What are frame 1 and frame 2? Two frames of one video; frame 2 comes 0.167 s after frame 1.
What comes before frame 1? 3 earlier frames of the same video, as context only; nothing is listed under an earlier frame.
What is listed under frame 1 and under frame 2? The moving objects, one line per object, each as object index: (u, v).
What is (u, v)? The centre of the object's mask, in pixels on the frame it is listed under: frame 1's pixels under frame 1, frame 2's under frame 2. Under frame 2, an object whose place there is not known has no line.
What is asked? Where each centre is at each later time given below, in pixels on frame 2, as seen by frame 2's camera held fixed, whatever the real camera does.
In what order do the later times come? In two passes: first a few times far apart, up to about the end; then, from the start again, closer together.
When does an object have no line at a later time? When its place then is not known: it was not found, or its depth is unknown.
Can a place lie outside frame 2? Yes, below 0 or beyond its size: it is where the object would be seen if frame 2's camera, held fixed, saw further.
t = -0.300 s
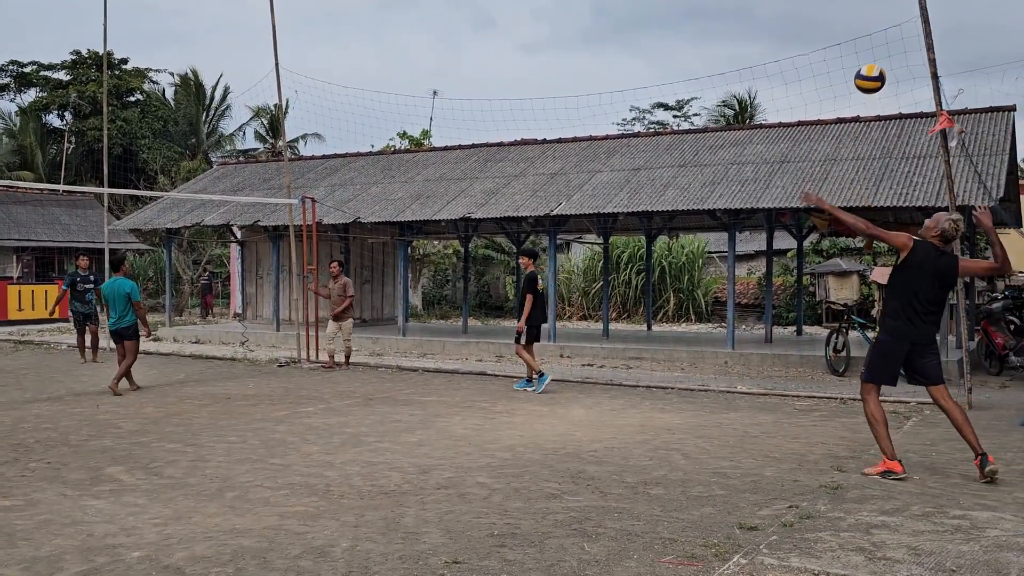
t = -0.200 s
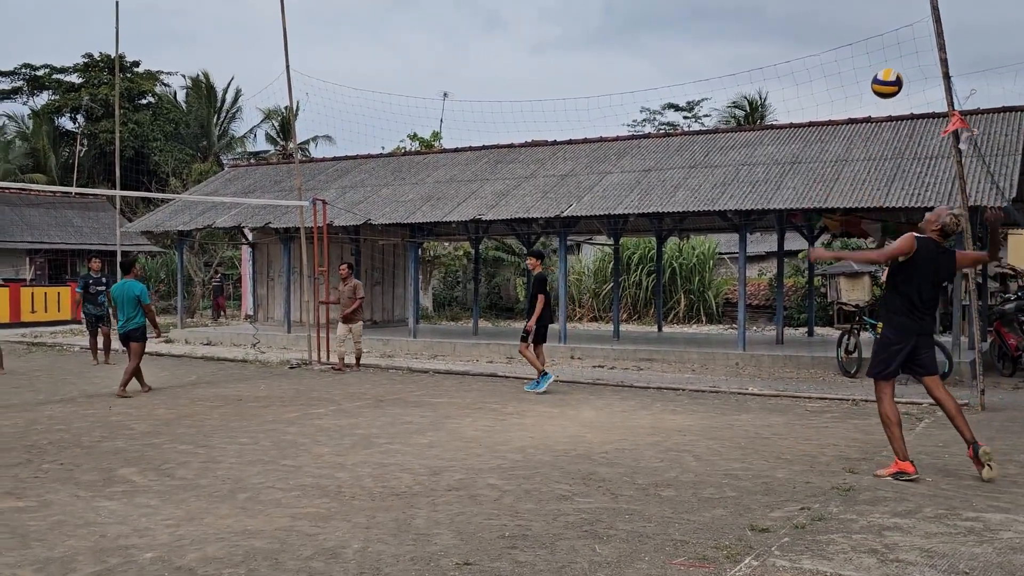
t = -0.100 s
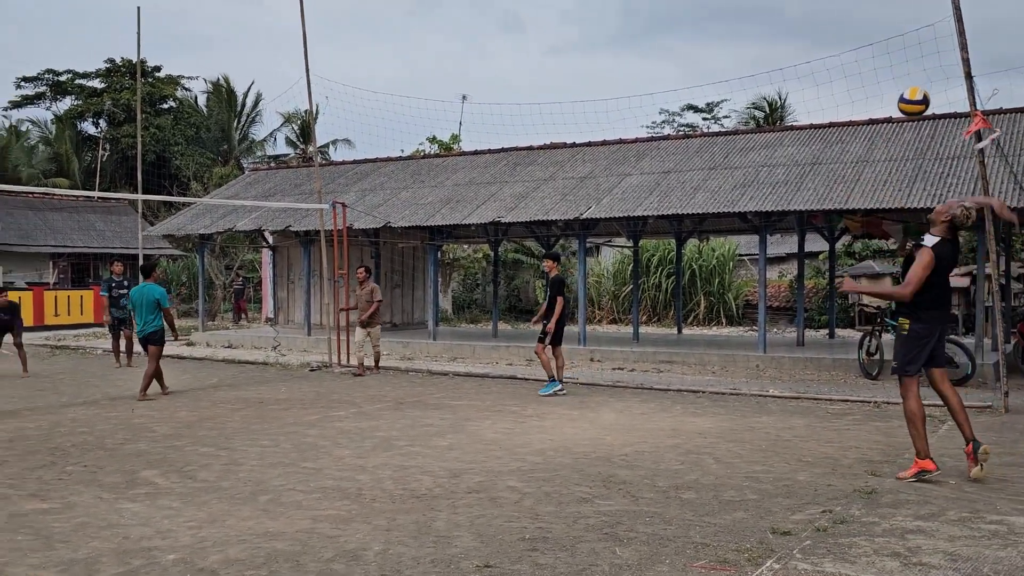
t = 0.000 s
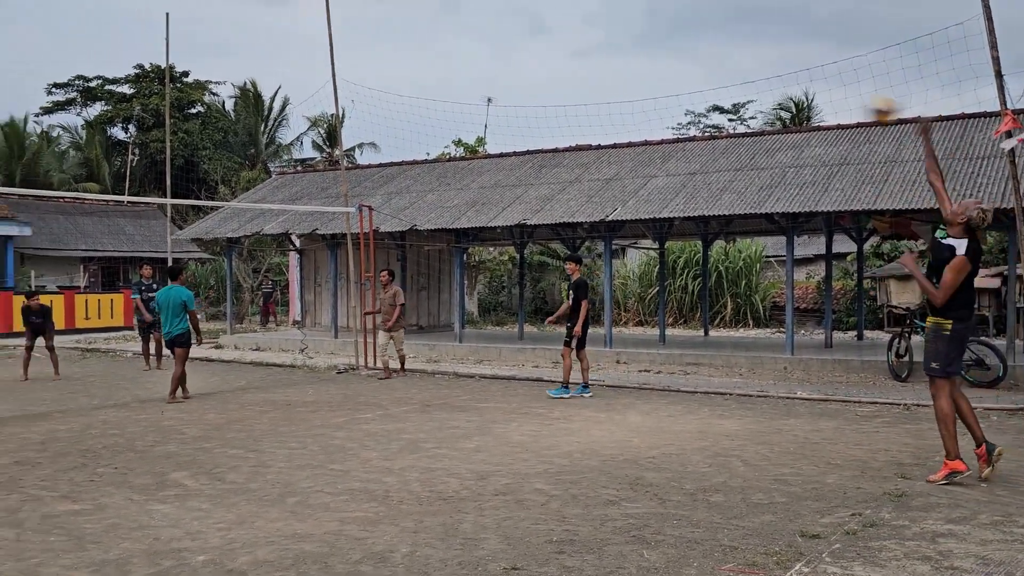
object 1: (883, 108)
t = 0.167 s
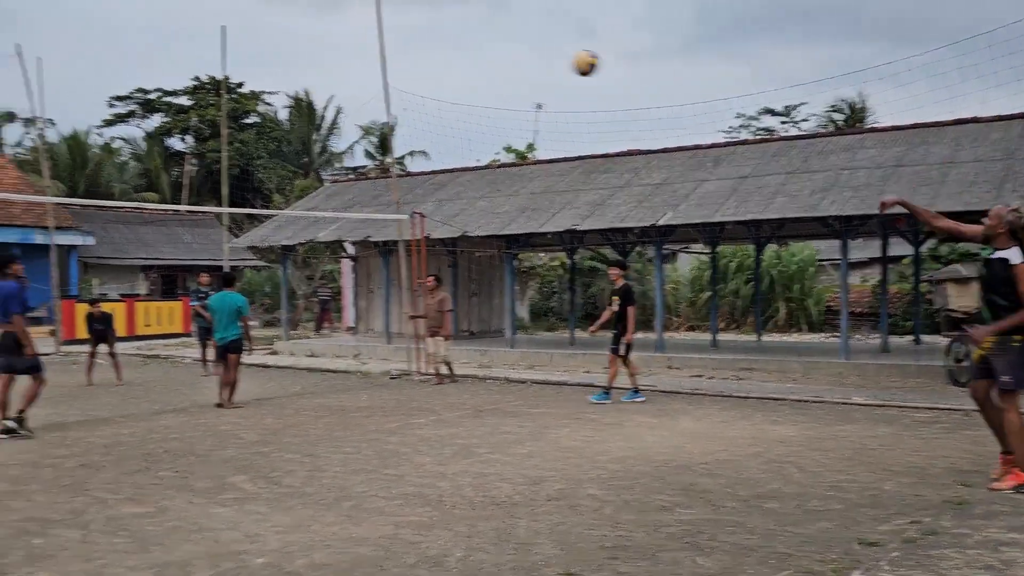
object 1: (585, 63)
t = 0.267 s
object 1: (418, 59)
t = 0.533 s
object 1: (70, 100)
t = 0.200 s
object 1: (527, 60)
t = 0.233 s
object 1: (471, 59)
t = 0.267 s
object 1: (418, 59)
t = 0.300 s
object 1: (368, 60)
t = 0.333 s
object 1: (320, 63)
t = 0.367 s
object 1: (274, 67)
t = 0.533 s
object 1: (70, 100)
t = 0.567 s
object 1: (34, 110)
